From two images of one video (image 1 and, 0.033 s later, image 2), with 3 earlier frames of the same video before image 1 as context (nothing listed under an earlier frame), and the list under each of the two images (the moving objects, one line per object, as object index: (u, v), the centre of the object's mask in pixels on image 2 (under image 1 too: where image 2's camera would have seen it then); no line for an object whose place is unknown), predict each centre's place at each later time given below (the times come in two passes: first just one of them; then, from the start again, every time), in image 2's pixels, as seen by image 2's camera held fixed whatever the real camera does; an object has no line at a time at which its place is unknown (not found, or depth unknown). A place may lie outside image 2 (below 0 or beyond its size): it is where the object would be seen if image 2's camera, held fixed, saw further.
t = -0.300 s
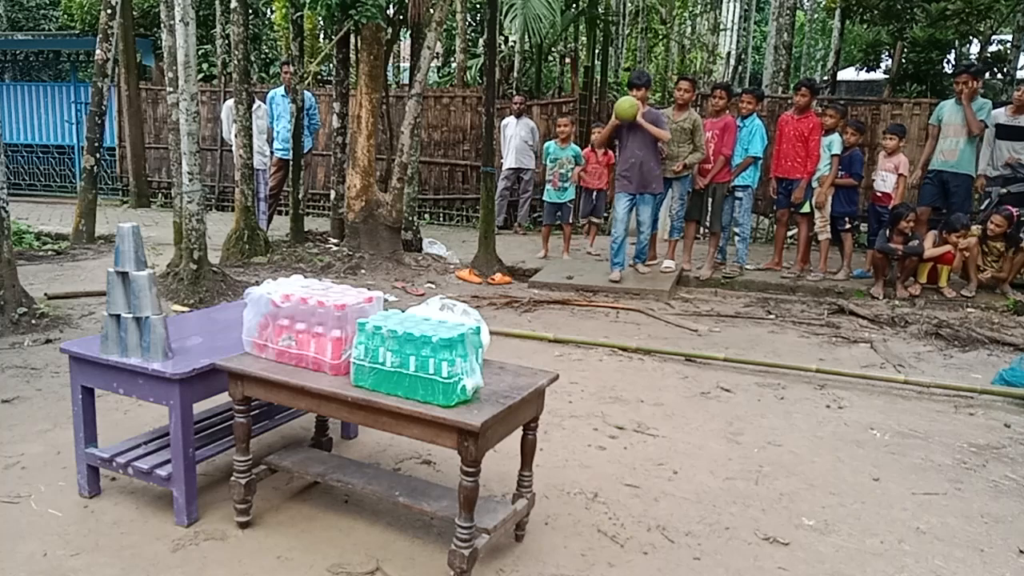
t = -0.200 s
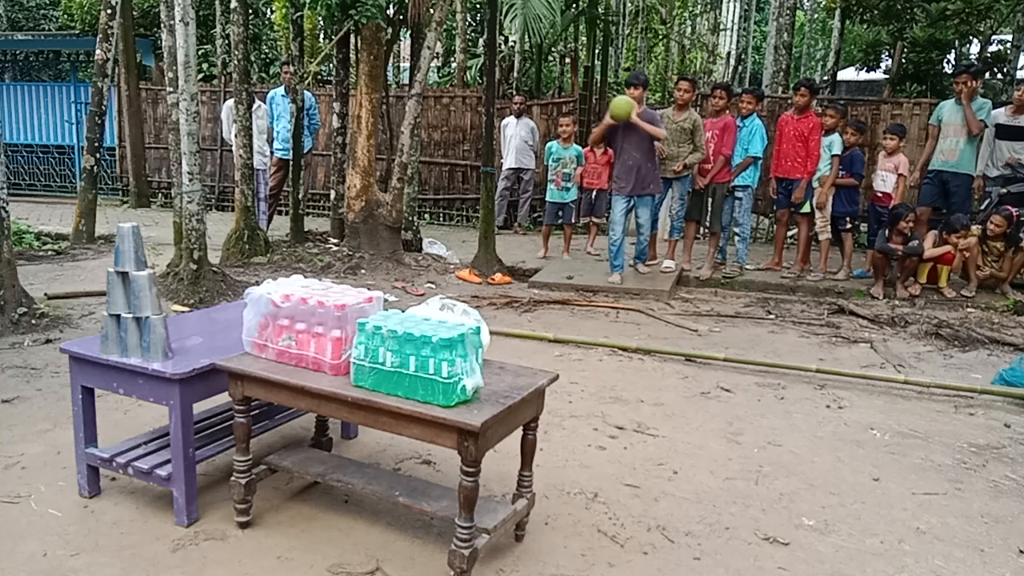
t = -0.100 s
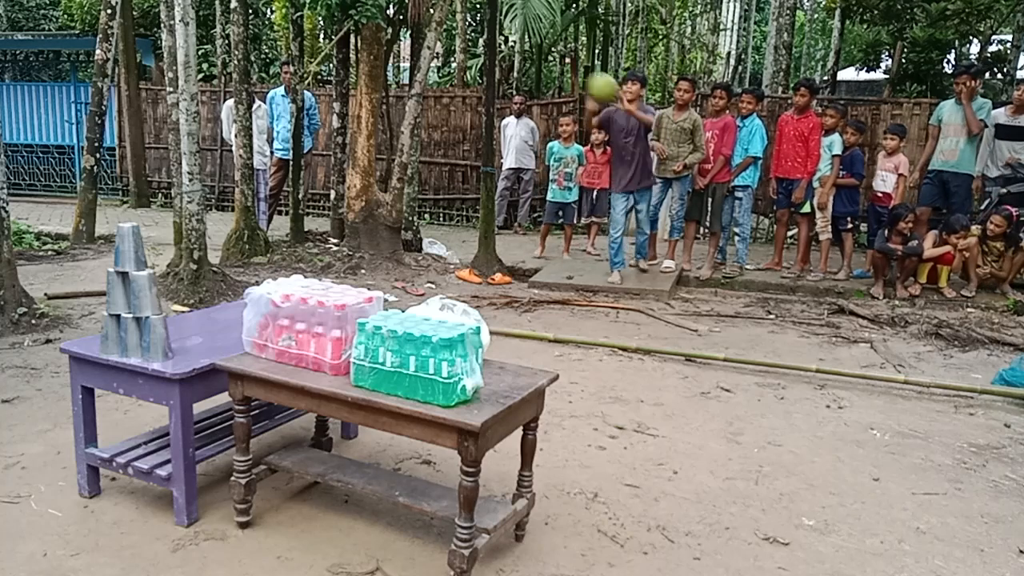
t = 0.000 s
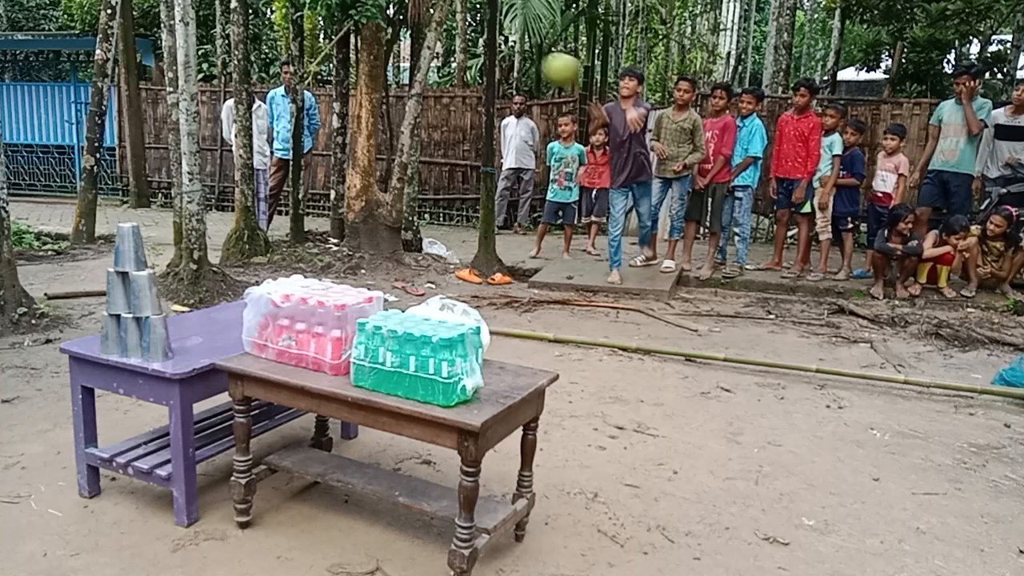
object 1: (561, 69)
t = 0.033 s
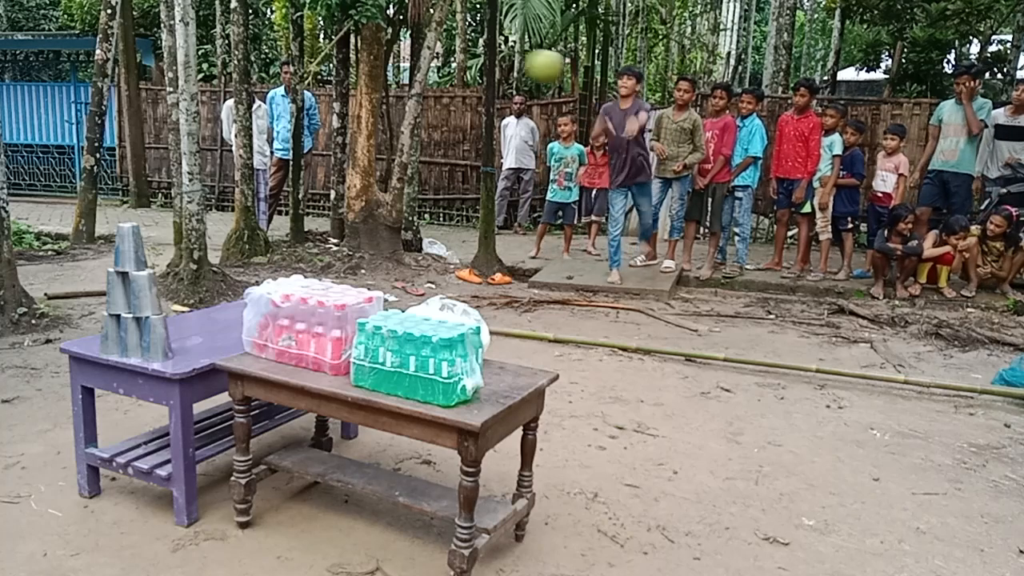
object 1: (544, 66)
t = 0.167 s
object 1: (462, 73)
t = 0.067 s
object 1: (525, 65)
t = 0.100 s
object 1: (505, 65)
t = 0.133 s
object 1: (484, 69)
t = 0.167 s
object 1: (462, 73)
